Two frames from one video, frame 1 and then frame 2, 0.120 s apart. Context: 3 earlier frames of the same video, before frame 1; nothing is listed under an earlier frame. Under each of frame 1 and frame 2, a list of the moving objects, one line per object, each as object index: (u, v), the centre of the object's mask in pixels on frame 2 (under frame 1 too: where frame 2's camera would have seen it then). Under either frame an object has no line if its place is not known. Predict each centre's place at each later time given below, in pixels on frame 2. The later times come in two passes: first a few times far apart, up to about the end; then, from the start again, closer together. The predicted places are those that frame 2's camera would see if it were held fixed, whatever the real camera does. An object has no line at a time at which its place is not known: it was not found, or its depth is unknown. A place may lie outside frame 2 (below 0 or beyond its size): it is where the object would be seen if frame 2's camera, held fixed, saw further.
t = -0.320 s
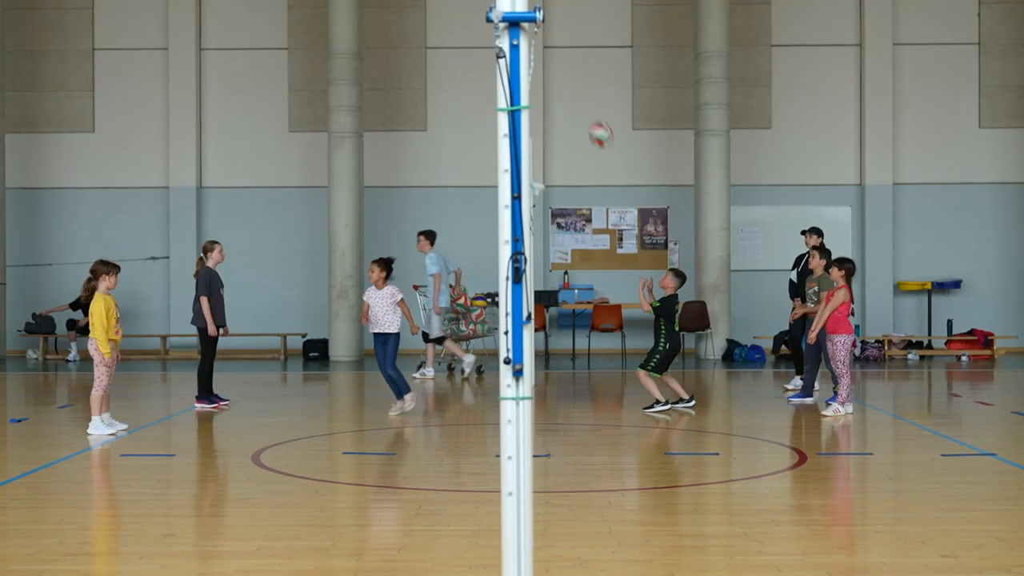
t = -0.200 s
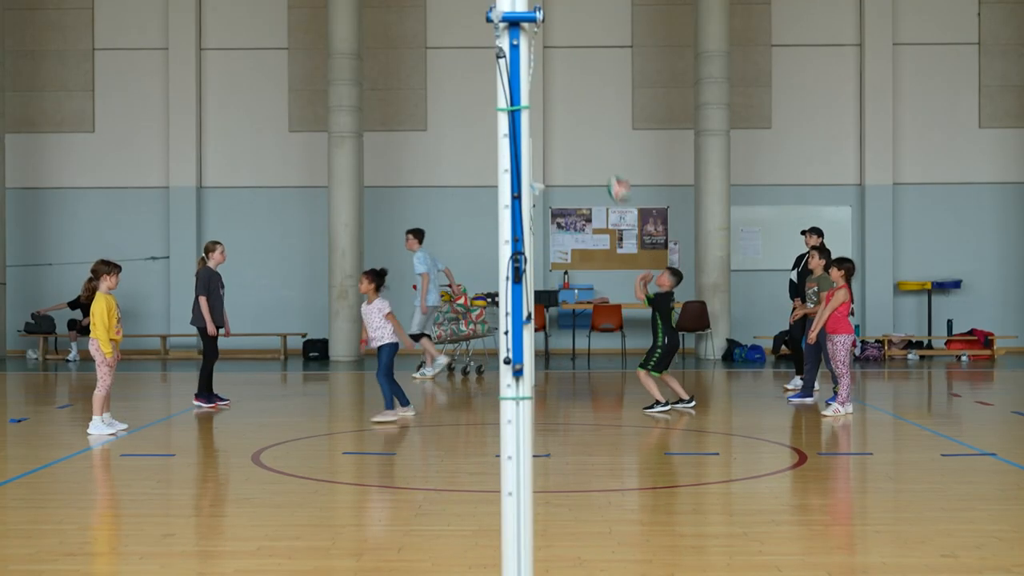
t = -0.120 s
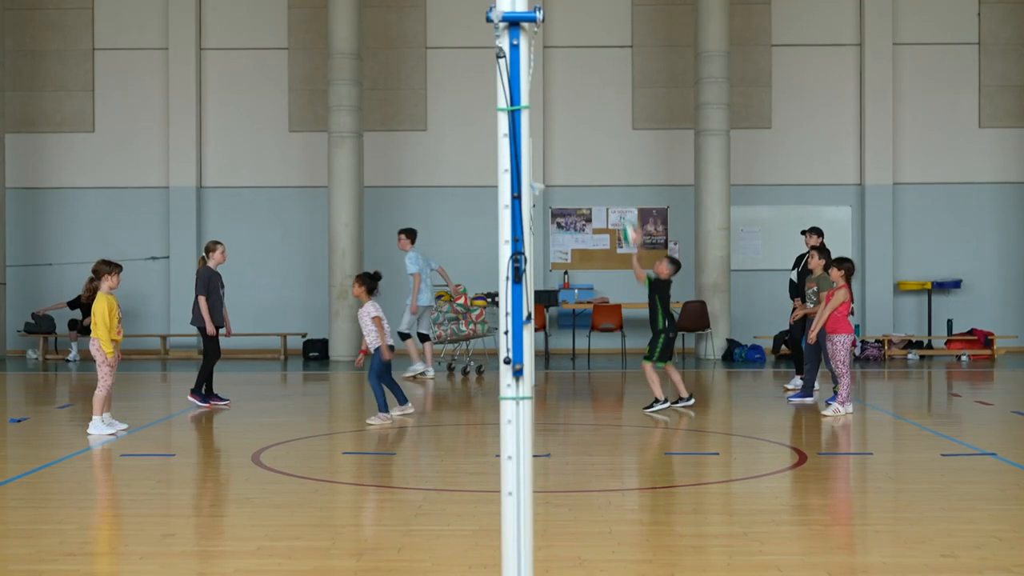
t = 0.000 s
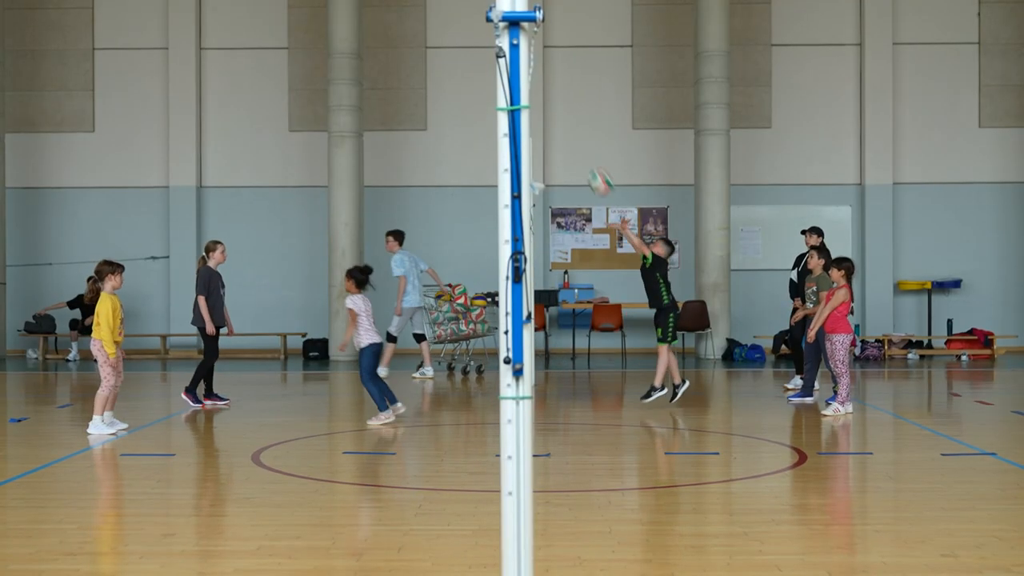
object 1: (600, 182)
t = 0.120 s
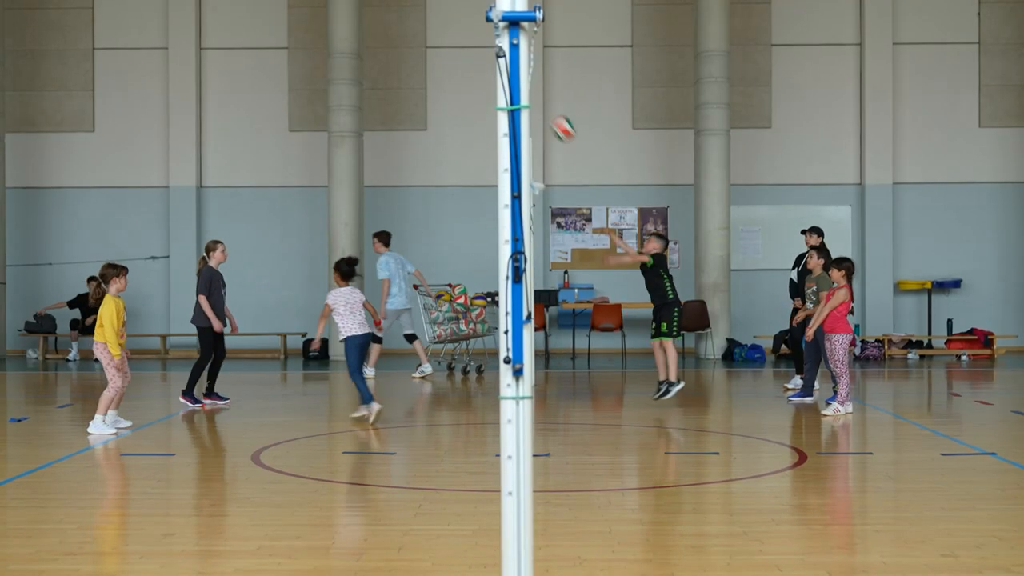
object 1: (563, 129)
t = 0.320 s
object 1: (494, 75)
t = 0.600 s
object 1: (419, 77)
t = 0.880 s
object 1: (342, 162)
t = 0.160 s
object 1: (551, 114)
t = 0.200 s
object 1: (539, 102)
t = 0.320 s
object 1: (494, 75)
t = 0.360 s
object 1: (489, 70)
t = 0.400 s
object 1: (479, 67)
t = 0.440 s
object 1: (467, 65)
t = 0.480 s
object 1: (454, 66)
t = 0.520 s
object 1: (443, 68)
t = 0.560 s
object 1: (431, 71)
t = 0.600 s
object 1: (419, 77)
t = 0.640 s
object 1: (408, 84)
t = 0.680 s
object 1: (396, 92)
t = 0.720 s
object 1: (386, 102)
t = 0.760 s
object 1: (375, 115)
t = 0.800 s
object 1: (364, 128)
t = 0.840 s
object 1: (353, 144)
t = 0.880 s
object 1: (342, 162)
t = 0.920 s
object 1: (331, 181)
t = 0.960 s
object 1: (320, 201)
